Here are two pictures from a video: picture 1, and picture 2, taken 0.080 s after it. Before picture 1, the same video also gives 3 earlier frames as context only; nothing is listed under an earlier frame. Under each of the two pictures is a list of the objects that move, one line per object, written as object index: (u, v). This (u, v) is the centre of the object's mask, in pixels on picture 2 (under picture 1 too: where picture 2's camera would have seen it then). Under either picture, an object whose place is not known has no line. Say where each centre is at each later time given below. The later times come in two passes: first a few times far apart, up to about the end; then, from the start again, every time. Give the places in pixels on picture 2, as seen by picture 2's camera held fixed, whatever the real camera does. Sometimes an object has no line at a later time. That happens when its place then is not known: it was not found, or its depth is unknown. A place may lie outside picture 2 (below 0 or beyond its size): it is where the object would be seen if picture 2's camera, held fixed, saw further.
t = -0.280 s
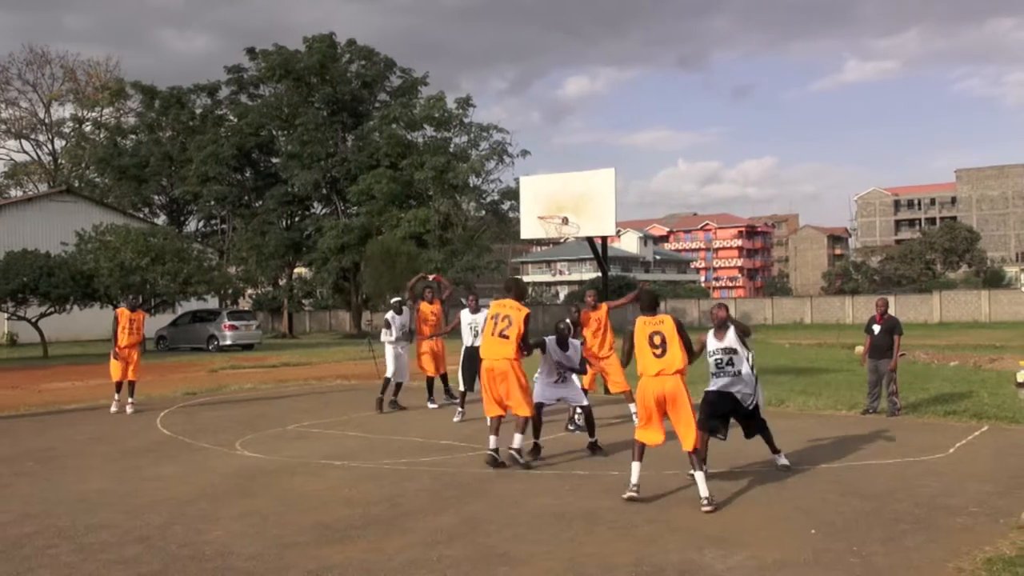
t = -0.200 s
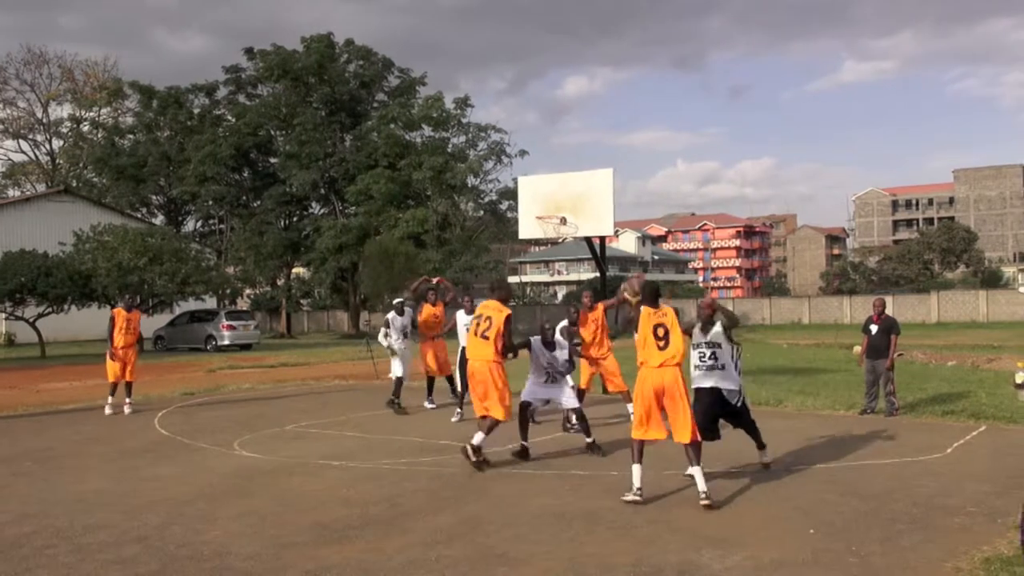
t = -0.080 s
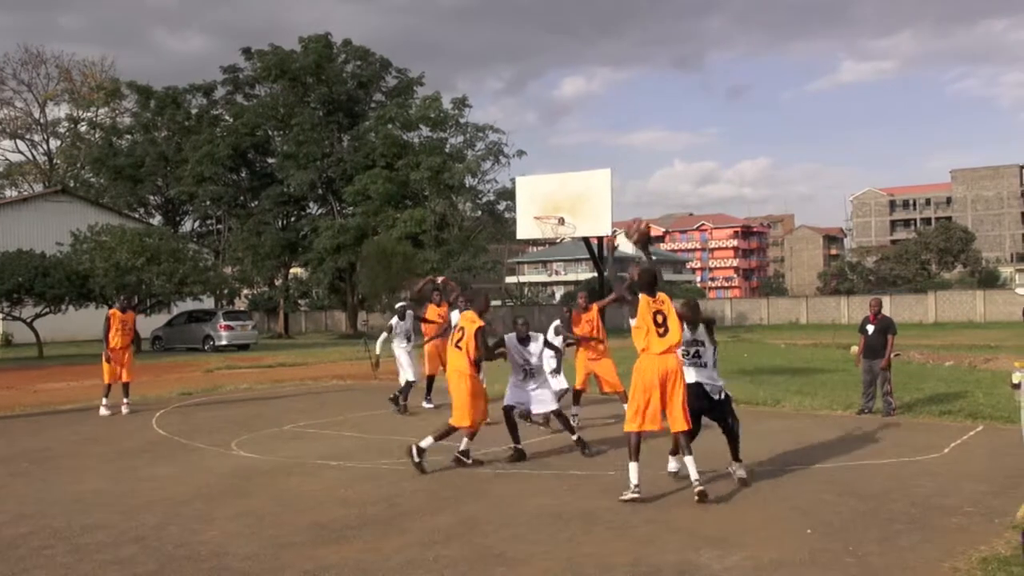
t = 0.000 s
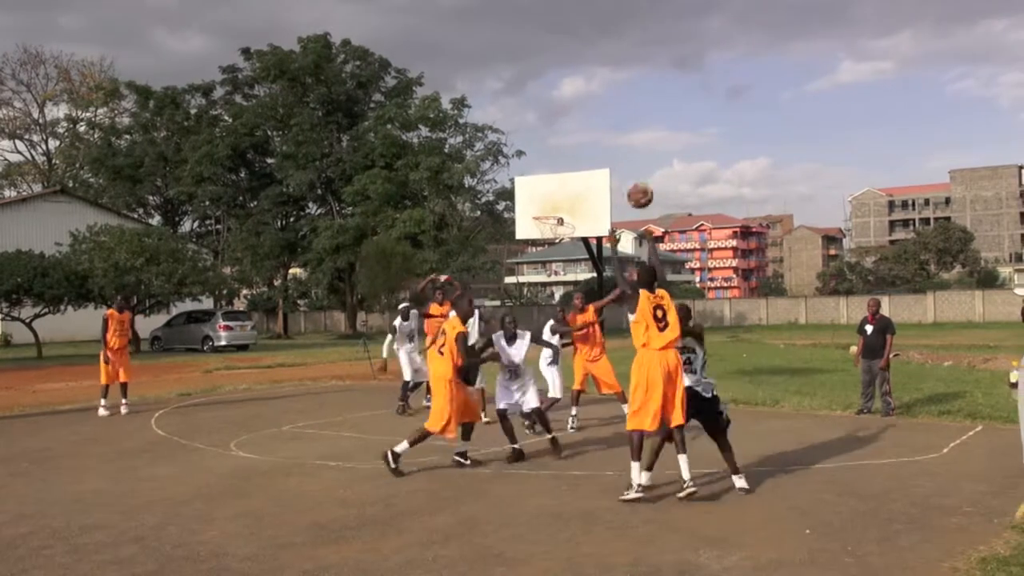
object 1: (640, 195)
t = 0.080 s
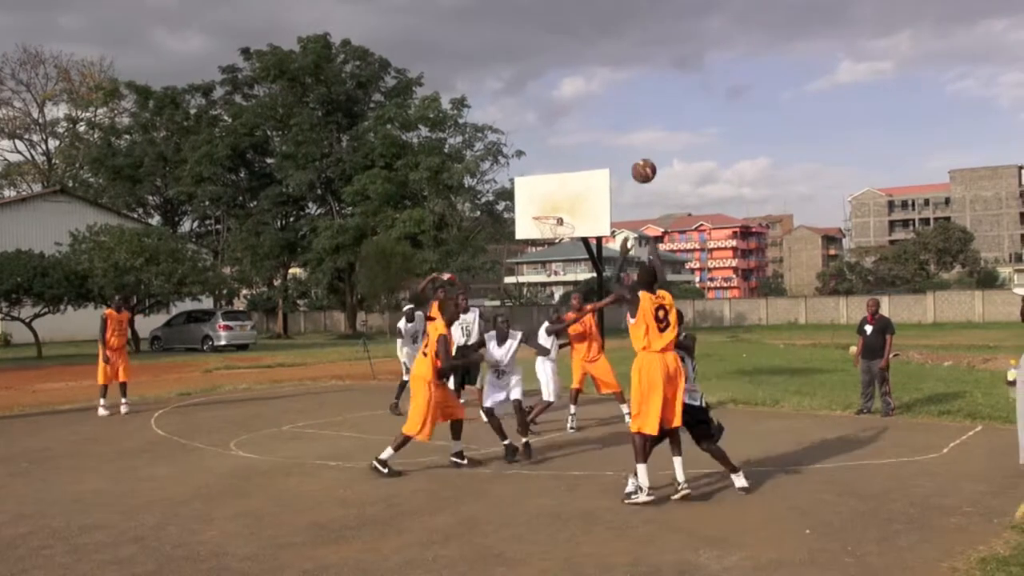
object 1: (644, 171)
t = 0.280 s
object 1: (653, 143)
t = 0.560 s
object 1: (666, 166)
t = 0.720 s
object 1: (672, 204)
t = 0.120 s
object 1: (646, 162)
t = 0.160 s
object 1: (647, 155)
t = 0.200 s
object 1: (649, 149)
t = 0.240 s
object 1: (651, 145)
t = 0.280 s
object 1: (653, 143)
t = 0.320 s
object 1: (655, 142)
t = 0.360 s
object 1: (657, 143)
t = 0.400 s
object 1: (659, 145)
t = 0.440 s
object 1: (660, 149)
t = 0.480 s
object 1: (662, 153)
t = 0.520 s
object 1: (664, 159)
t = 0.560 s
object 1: (666, 166)
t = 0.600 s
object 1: (667, 174)
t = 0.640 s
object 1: (668, 183)
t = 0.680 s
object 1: (670, 193)
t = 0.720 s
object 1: (672, 204)
